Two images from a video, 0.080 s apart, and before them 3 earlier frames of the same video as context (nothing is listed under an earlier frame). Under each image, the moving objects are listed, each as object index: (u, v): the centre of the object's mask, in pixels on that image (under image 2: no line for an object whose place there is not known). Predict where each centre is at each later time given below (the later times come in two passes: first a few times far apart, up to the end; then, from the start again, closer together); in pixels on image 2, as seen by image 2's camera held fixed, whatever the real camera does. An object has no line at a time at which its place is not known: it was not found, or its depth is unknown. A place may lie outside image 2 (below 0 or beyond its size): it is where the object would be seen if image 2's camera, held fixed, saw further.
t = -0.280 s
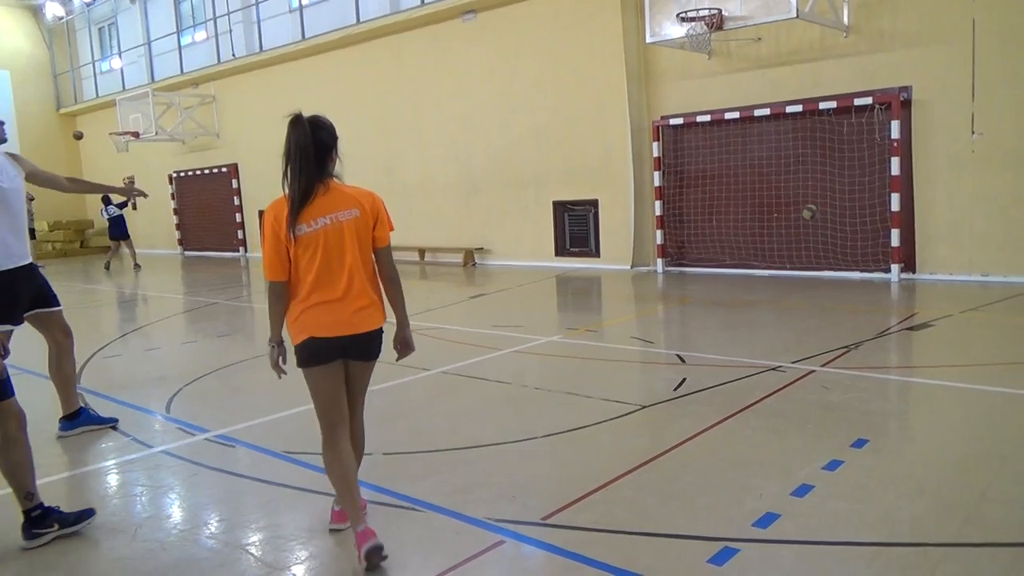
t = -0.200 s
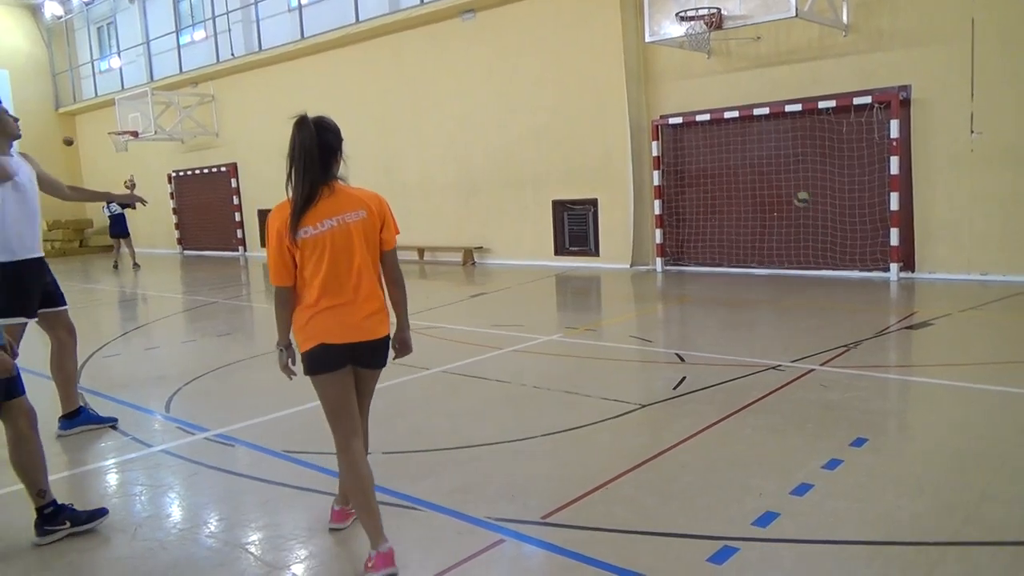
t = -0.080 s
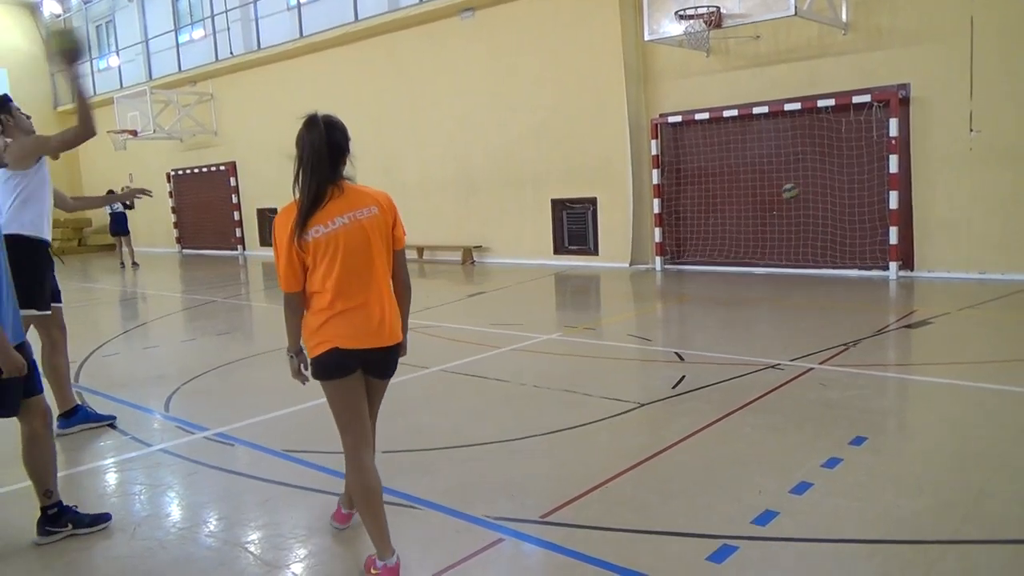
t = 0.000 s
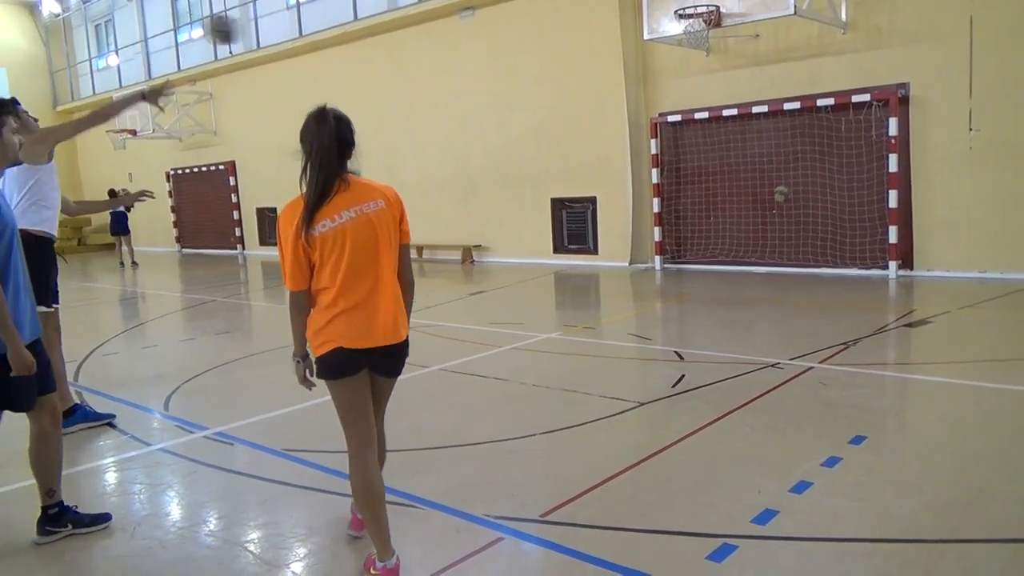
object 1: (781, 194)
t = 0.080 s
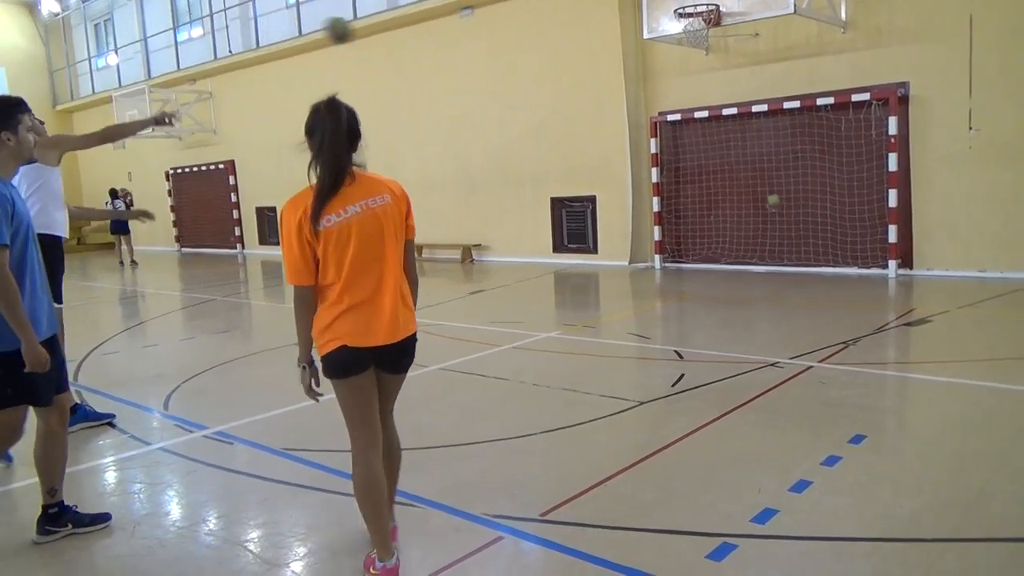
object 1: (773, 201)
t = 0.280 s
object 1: (754, 253)
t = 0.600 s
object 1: (723, 254)
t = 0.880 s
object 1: (695, 265)
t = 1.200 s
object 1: (660, 292)
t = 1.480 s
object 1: (627, 309)
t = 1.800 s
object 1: (588, 321)
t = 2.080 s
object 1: (553, 338)
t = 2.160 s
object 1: (543, 345)
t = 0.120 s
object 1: (770, 209)
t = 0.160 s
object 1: (766, 218)
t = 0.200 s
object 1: (762, 228)
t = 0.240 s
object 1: (759, 240)
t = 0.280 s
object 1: (754, 253)
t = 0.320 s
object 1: (751, 268)
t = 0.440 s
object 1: (739, 283)
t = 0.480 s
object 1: (736, 274)
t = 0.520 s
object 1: (731, 266)
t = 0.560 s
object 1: (727, 259)
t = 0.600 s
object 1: (723, 254)
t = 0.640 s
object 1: (719, 251)
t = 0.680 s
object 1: (715, 250)
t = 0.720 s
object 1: (711, 249)
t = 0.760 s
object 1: (708, 250)
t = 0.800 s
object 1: (703, 253)
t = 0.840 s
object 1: (699, 259)
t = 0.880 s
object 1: (695, 265)
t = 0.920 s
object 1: (691, 274)
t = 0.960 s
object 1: (688, 285)
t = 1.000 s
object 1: (684, 298)
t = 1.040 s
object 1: (679, 315)
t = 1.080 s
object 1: (675, 311)
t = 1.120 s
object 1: (670, 304)
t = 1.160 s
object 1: (666, 296)
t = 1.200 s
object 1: (660, 292)
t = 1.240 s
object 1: (656, 289)
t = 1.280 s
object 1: (651, 287)
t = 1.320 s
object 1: (647, 288)
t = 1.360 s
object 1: (642, 291)
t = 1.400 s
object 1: (637, 295)
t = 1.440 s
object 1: (632, 301)
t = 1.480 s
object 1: (627, 309)
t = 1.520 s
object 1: (622, 319)
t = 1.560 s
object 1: (617, 332)
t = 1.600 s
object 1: (613, 327)
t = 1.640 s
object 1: (608, 322)
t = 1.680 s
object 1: (604, 319)
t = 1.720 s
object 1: (599, 317)
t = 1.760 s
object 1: (594, 318)
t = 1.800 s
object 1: (588, 321)
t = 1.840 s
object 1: (584, 325)
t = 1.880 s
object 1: (579, 332)
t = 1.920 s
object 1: (574, 341)
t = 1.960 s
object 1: (569, 342)
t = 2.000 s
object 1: (564, 339)
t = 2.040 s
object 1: (559, 337)
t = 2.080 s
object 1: (553, 338)
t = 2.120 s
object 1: (548, 340)
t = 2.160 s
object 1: (543, 345)
